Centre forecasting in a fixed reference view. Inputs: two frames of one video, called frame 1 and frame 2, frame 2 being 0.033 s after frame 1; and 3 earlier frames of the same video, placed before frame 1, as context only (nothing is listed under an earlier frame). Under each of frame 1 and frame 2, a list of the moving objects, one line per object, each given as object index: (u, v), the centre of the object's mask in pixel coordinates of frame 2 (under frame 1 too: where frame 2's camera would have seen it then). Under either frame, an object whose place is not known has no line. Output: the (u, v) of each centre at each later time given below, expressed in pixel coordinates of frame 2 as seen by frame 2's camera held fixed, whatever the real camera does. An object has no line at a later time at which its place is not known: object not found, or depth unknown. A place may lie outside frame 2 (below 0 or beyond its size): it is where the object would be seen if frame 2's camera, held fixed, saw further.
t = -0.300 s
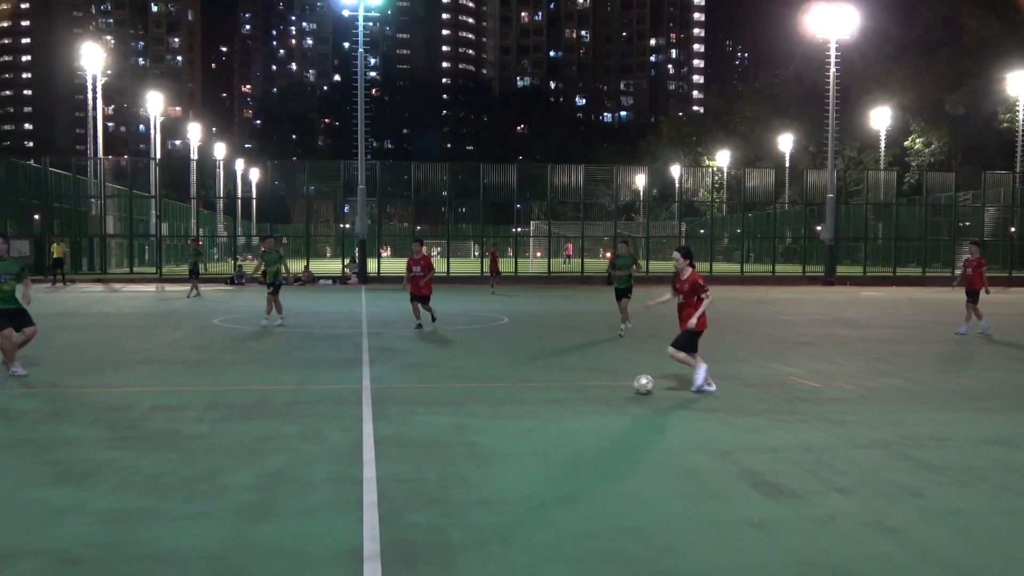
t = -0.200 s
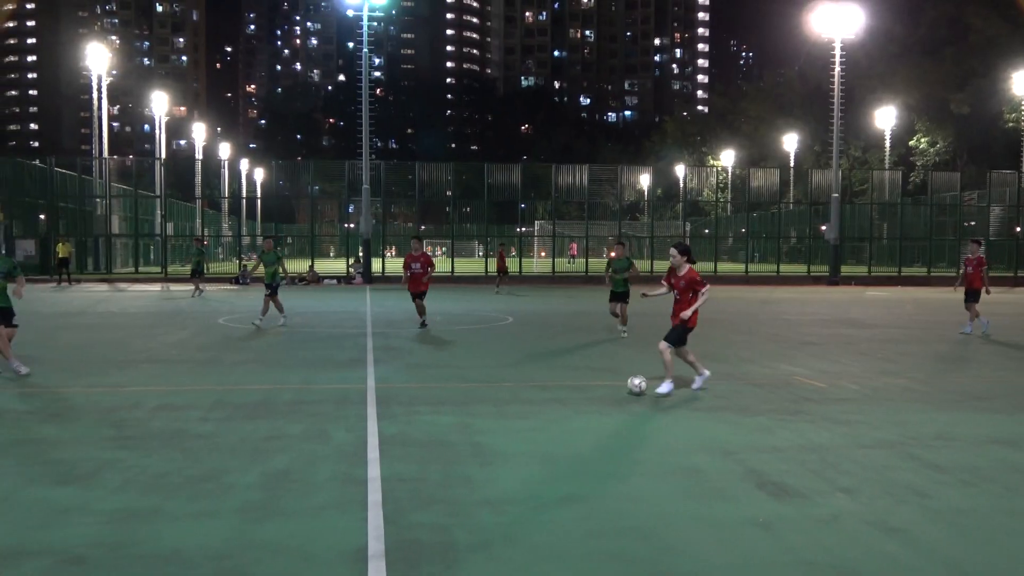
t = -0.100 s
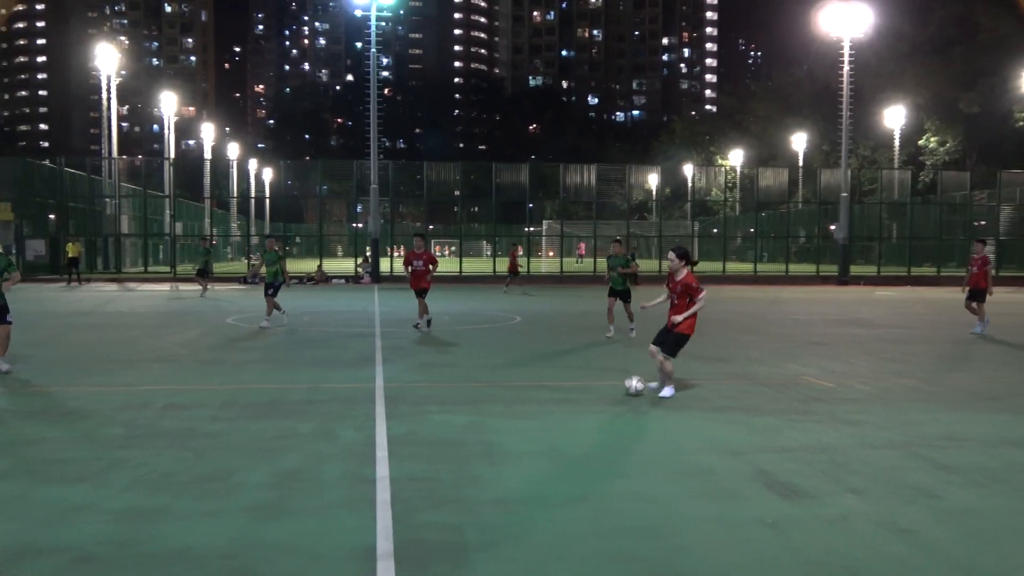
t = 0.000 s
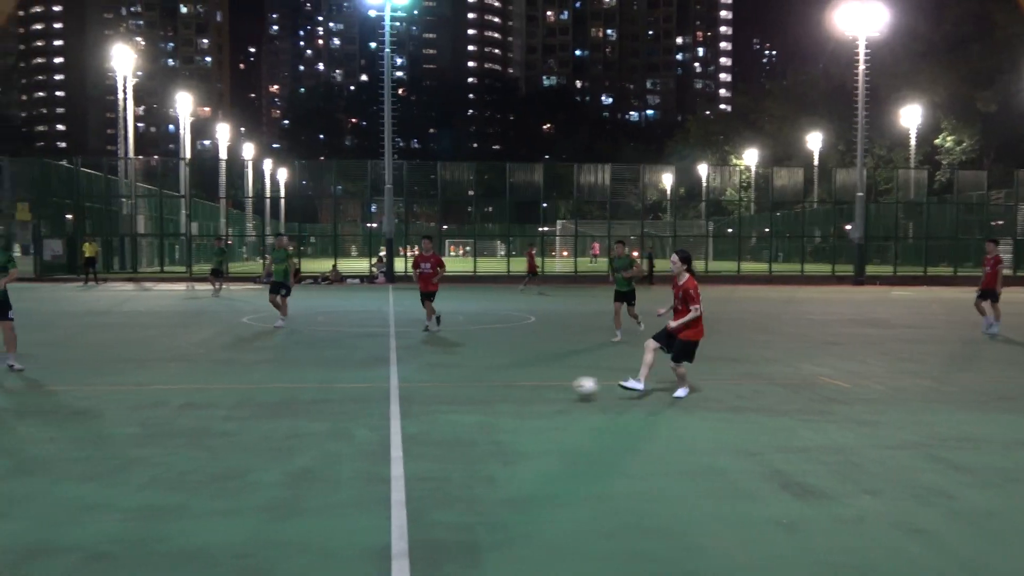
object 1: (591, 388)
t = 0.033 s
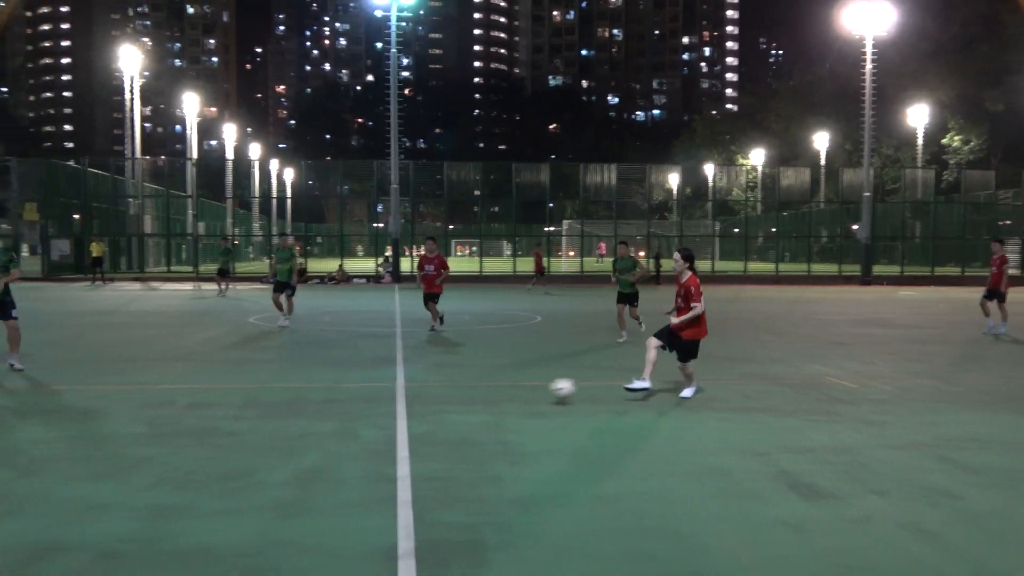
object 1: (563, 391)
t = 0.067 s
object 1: (532, 394)
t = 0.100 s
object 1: (500, 398)
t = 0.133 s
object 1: (467, 402)
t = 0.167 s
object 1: (433, 408)
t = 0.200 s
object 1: (402, 410)
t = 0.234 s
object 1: (371, 413)
